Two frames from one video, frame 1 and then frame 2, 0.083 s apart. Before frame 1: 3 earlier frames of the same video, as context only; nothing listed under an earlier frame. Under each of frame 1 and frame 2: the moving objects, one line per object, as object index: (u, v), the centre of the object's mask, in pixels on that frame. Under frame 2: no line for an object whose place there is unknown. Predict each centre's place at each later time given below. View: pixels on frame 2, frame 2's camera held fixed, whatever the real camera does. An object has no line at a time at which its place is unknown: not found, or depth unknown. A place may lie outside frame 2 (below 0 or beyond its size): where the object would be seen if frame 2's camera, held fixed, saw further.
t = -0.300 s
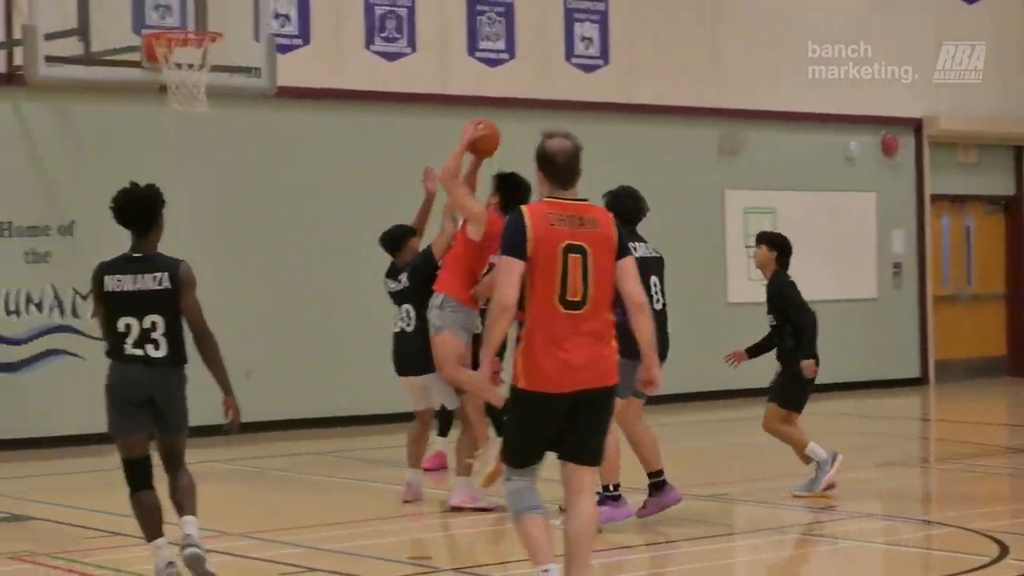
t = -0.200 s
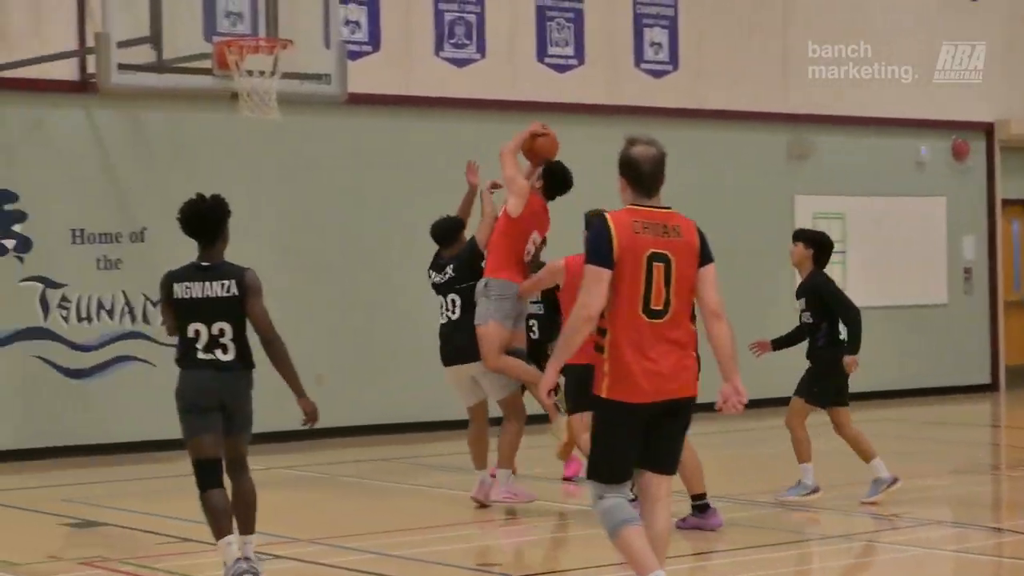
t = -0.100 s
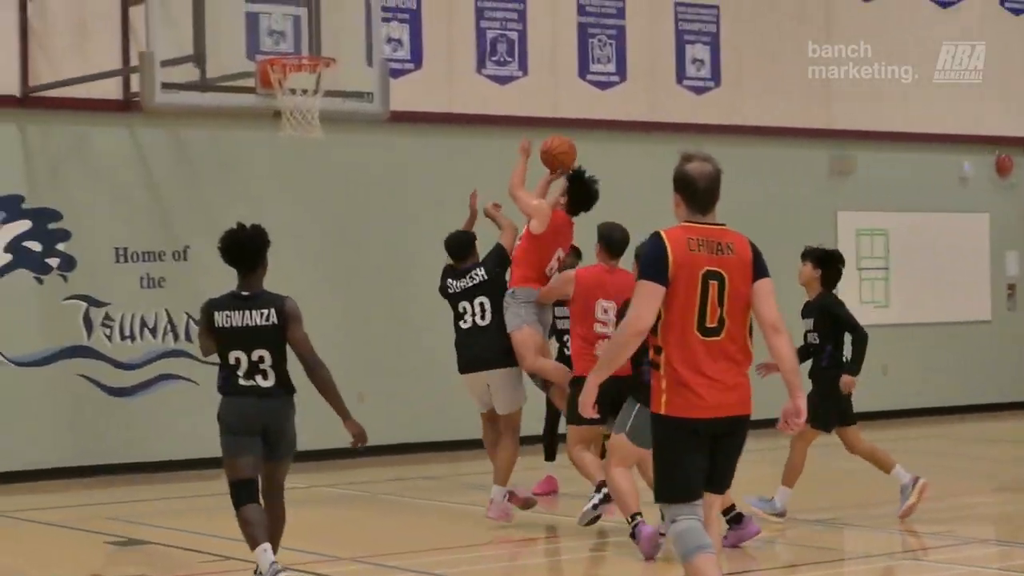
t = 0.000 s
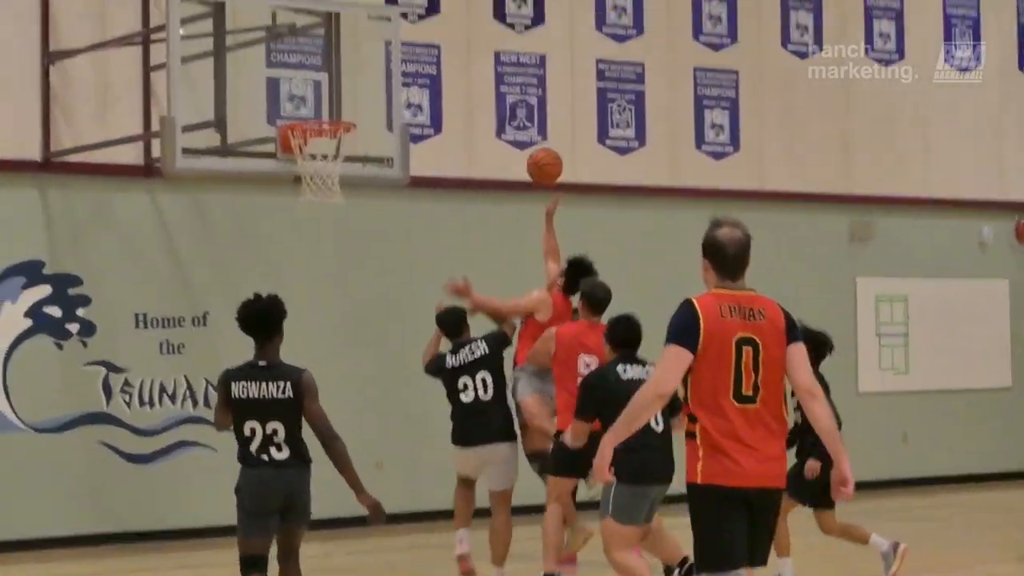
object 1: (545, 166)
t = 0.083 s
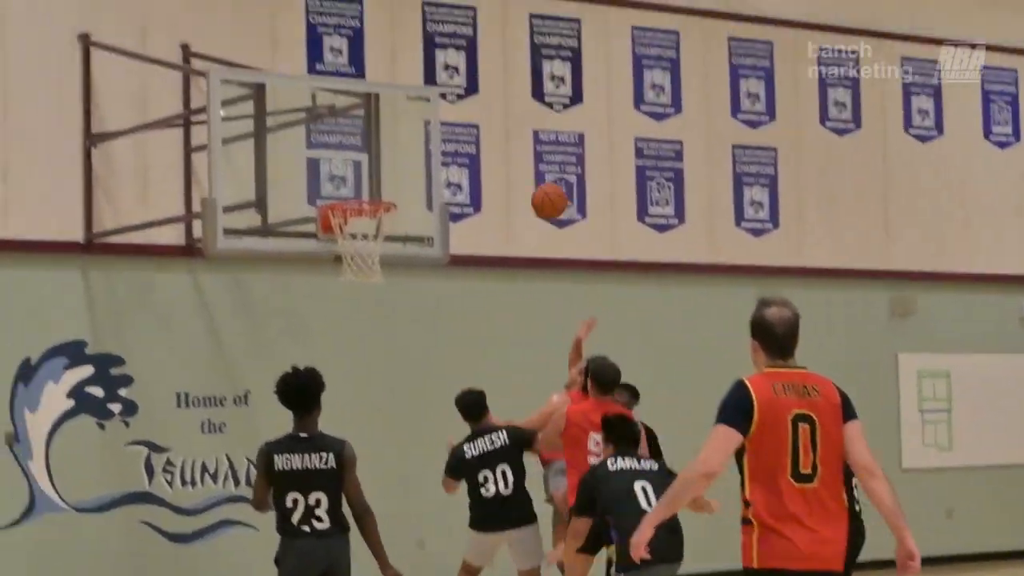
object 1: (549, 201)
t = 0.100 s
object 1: (542, 194)
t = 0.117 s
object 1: (535, 187)
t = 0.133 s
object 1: (529, 181)
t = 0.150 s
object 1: (522, 175)
